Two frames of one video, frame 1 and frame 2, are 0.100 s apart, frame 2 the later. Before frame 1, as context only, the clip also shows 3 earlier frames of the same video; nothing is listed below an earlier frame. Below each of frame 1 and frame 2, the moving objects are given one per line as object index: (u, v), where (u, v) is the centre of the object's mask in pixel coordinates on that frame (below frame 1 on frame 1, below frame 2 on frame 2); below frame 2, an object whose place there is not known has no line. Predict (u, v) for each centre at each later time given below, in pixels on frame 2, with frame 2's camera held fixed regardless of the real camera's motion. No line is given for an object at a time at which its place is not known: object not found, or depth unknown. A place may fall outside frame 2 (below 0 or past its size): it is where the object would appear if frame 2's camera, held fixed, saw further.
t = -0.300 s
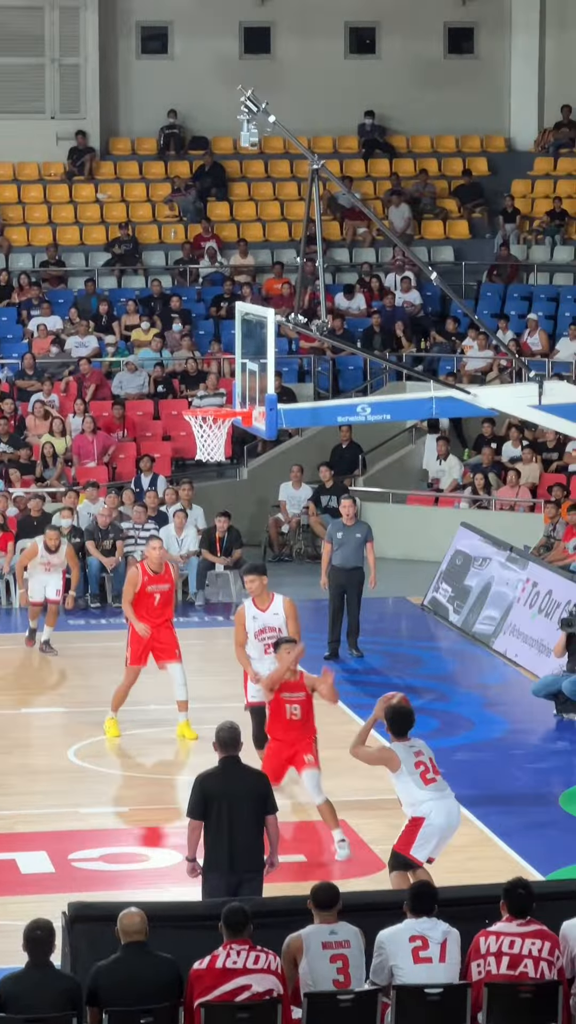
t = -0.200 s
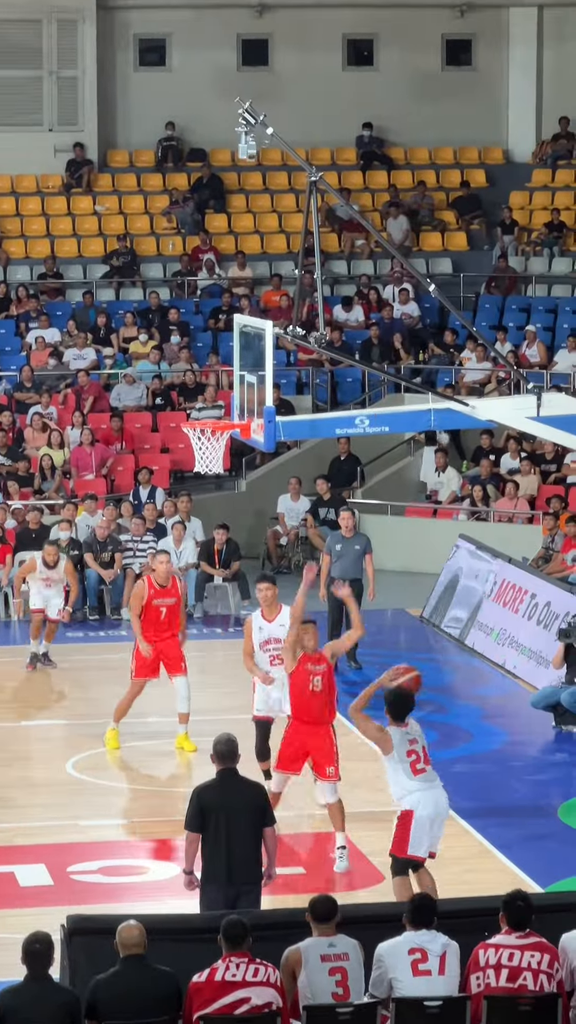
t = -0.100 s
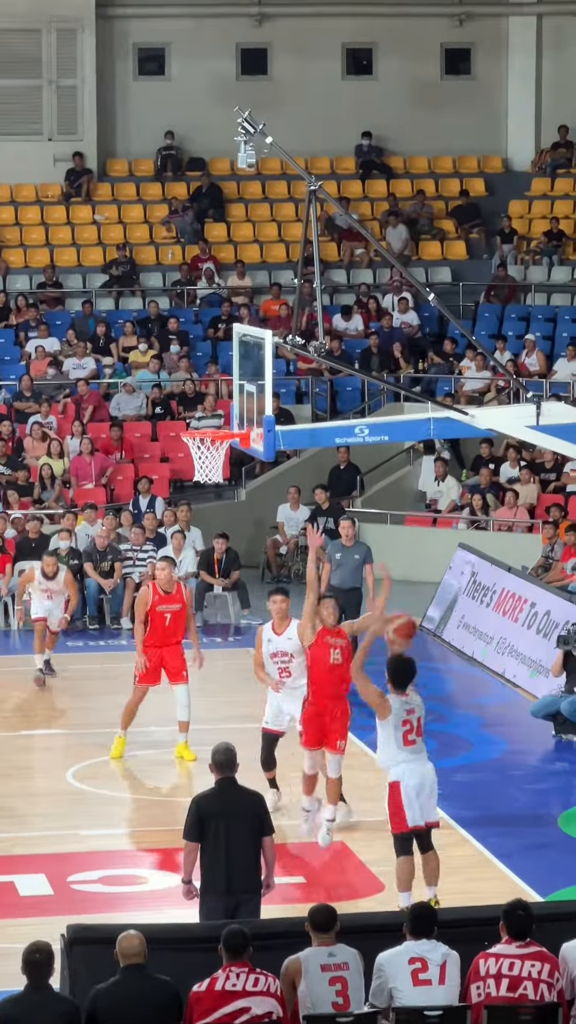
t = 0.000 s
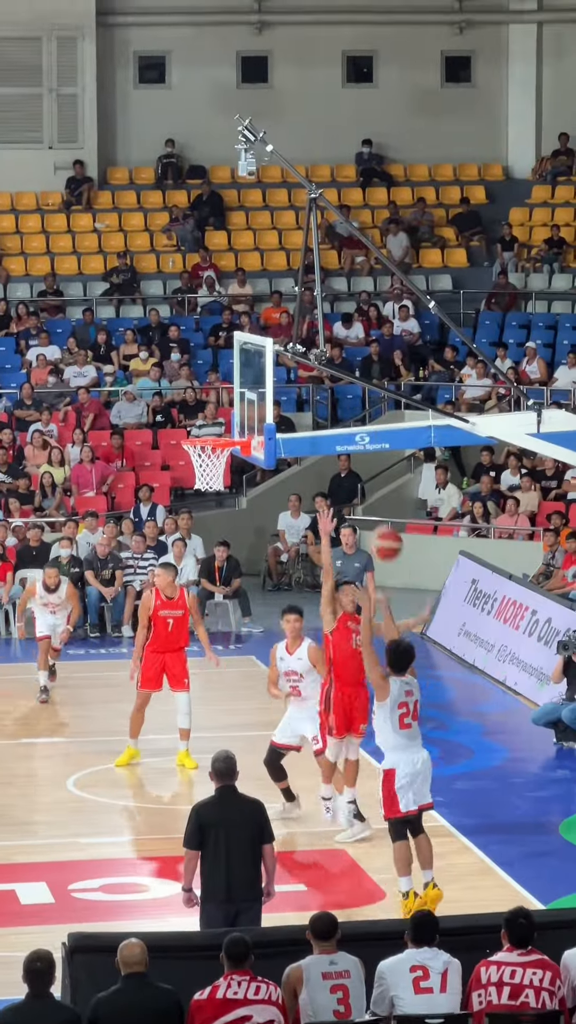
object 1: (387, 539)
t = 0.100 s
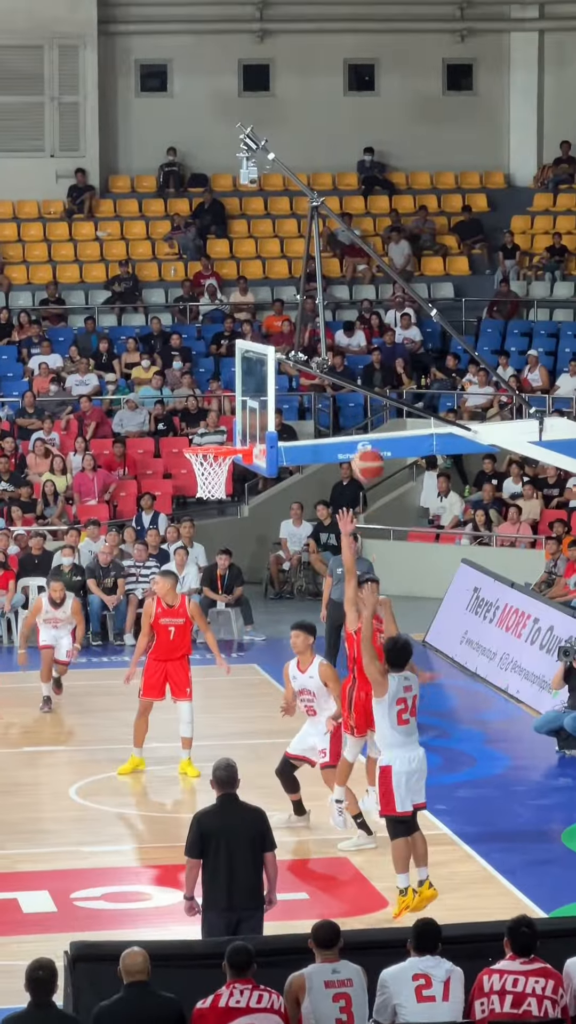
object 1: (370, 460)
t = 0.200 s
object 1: (348, 383)
